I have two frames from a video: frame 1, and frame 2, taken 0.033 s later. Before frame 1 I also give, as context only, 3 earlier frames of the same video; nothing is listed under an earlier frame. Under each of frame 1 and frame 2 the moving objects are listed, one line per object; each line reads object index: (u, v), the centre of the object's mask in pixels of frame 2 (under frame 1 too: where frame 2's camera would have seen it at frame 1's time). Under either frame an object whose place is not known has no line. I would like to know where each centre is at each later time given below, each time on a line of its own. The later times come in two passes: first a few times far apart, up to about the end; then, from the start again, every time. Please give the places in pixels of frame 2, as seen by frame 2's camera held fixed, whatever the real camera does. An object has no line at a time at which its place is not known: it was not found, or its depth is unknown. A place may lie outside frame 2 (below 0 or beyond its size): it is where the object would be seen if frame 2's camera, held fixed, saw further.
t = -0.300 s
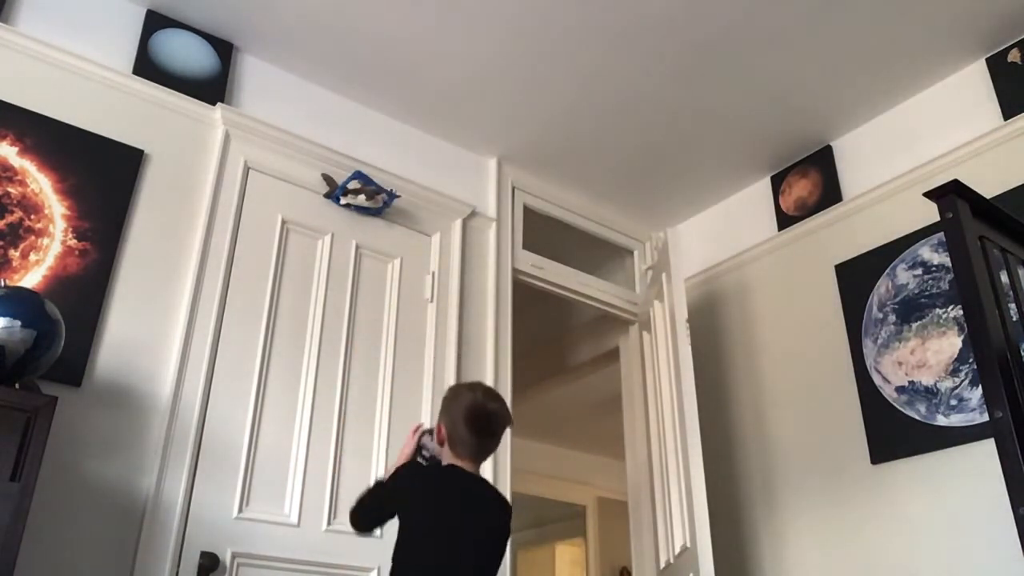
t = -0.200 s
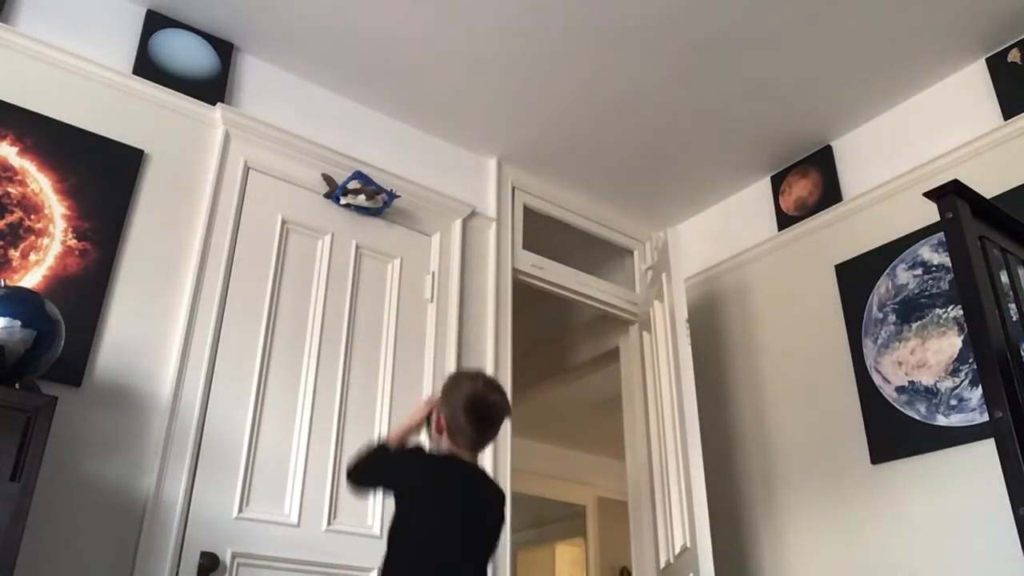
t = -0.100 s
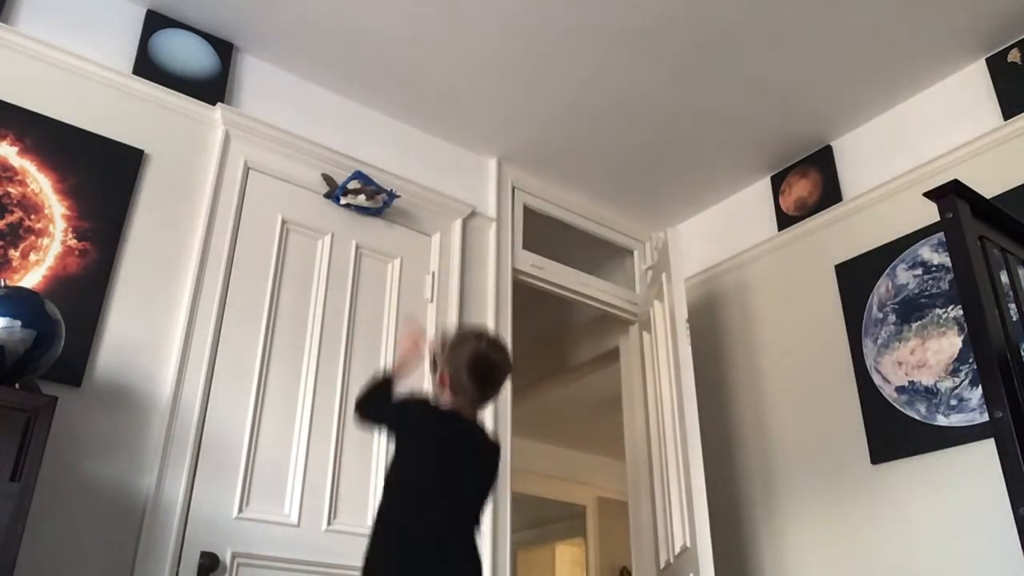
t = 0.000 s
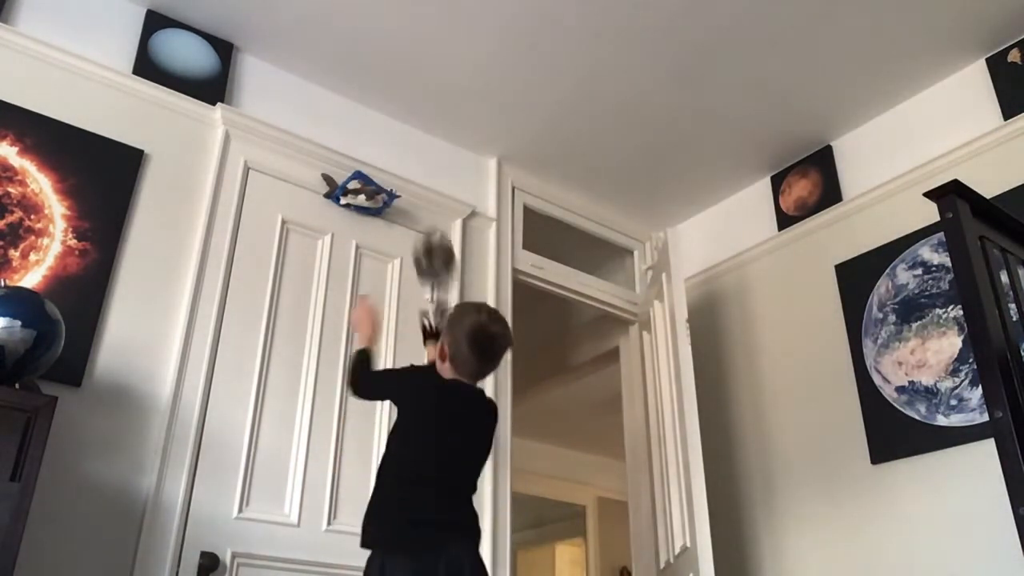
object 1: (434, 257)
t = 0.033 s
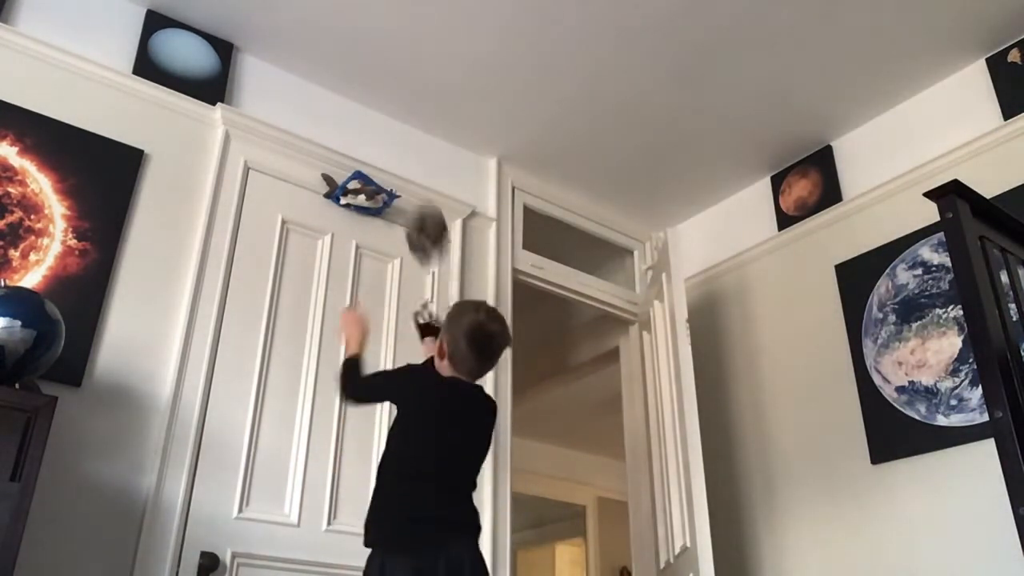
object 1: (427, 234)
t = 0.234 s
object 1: (388, 155)
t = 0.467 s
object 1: (378, 165)
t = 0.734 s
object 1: (381, 171)
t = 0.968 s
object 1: (393, 176)
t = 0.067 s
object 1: (420, 212)
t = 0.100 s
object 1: (416, 189)
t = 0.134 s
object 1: (408, 177)
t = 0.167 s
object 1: (401, 168)
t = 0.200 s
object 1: (393, 161)
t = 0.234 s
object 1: (388, 155)
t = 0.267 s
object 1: (386, 150)
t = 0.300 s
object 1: (385, 147)
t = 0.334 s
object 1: (383, 147)
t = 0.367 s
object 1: (382, 149)
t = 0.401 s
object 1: (380, 153)
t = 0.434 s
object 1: (378, 159)
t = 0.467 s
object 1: (378, 165)
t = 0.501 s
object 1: (376, 174)
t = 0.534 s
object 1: (376, 173)
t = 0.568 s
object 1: (377, 170)
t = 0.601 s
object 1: (378, 167)
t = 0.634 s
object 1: (379, 166)
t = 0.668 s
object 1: (380, 167)
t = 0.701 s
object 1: (380, 169)
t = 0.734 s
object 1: (381, 171)
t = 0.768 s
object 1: (381, 172)
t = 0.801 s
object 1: (382, 171)
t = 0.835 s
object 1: (384, 170)
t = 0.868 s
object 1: (386, 169)
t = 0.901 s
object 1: (388, 170)
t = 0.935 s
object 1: (391, 173)
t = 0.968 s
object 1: (393, 176)
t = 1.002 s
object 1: (396, 181)
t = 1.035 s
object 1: (399, 189)
